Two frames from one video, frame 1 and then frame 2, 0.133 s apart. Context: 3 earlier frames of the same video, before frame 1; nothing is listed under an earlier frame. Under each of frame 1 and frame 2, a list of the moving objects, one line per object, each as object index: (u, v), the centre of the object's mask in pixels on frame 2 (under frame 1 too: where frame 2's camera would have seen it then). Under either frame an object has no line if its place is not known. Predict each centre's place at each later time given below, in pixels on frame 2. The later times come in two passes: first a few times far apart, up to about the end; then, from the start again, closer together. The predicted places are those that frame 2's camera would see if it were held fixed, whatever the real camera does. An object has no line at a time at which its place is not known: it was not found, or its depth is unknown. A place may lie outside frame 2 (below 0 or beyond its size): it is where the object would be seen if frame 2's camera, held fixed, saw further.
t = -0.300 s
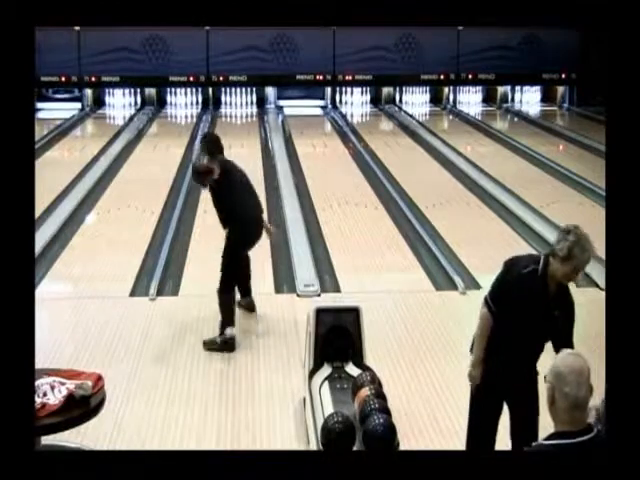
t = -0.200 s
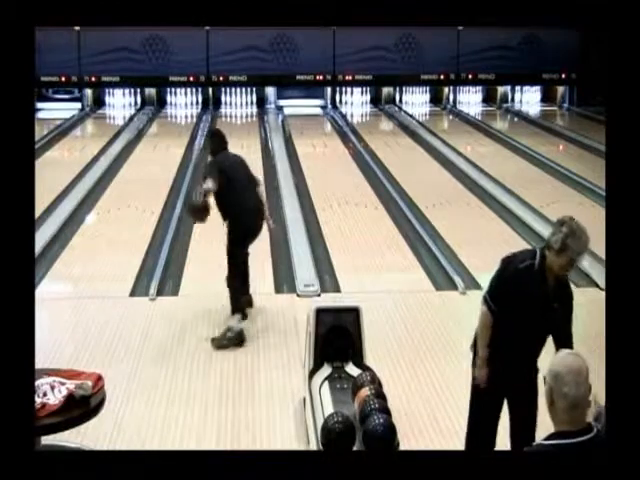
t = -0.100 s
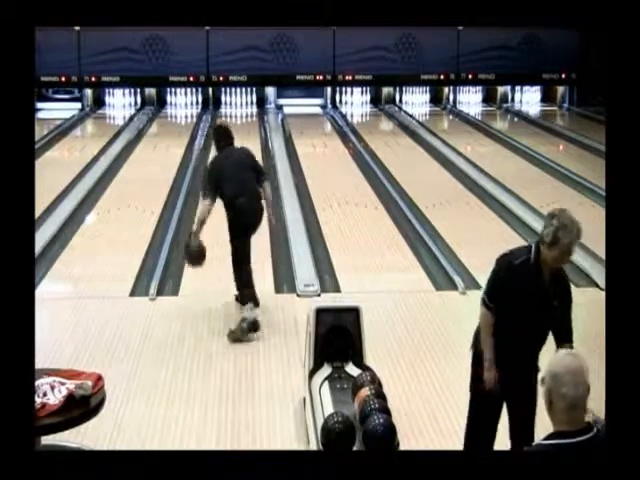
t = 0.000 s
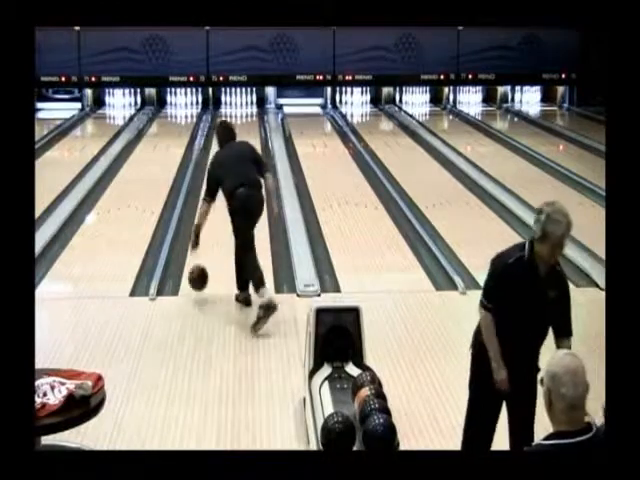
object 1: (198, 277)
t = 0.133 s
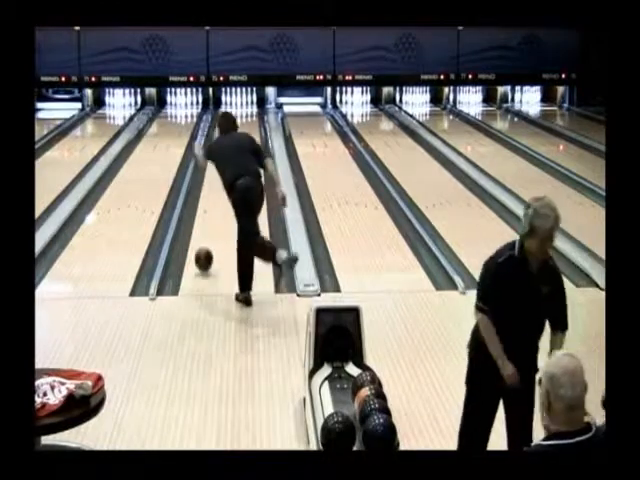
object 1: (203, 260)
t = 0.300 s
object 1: (209, 235)
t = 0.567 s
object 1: (216, 202)
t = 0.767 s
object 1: (221, 182)
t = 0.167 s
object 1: (205, 256)
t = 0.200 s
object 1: (206, 251)
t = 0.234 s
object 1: (207, 246)
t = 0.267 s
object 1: (208, 240)
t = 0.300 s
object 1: (209, 235)
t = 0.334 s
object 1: (210, 231)
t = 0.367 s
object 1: (211, 226)
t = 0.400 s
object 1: (212, 222)
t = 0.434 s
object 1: (213, 217)
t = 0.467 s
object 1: (214, 213)
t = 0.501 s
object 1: (215, 210)
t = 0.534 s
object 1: (216, 206)
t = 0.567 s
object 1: (216, 202)
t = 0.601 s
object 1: (217, 198)
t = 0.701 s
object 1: (219, 188)
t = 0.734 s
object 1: (220, 185)
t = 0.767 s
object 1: (221, 182)
